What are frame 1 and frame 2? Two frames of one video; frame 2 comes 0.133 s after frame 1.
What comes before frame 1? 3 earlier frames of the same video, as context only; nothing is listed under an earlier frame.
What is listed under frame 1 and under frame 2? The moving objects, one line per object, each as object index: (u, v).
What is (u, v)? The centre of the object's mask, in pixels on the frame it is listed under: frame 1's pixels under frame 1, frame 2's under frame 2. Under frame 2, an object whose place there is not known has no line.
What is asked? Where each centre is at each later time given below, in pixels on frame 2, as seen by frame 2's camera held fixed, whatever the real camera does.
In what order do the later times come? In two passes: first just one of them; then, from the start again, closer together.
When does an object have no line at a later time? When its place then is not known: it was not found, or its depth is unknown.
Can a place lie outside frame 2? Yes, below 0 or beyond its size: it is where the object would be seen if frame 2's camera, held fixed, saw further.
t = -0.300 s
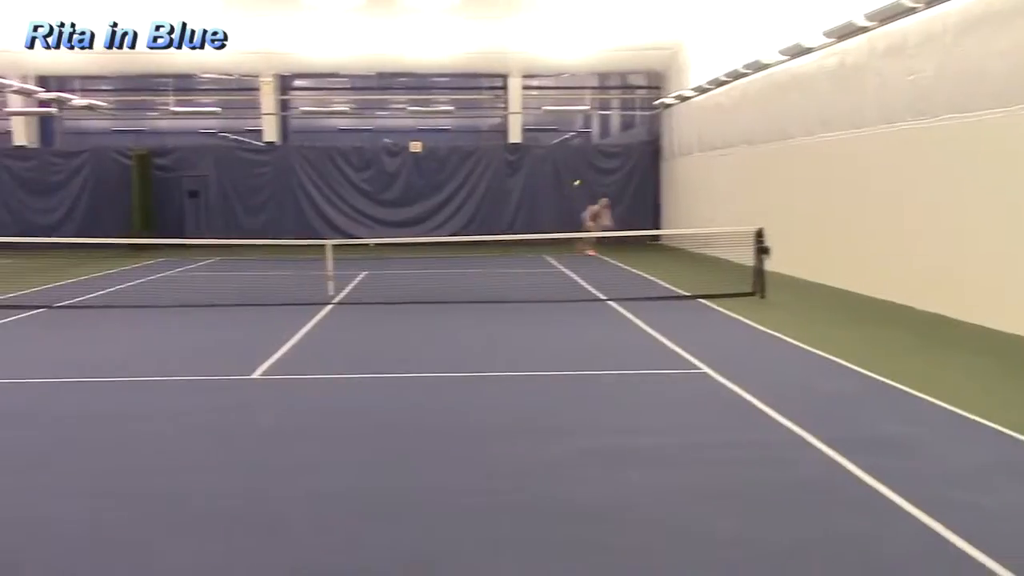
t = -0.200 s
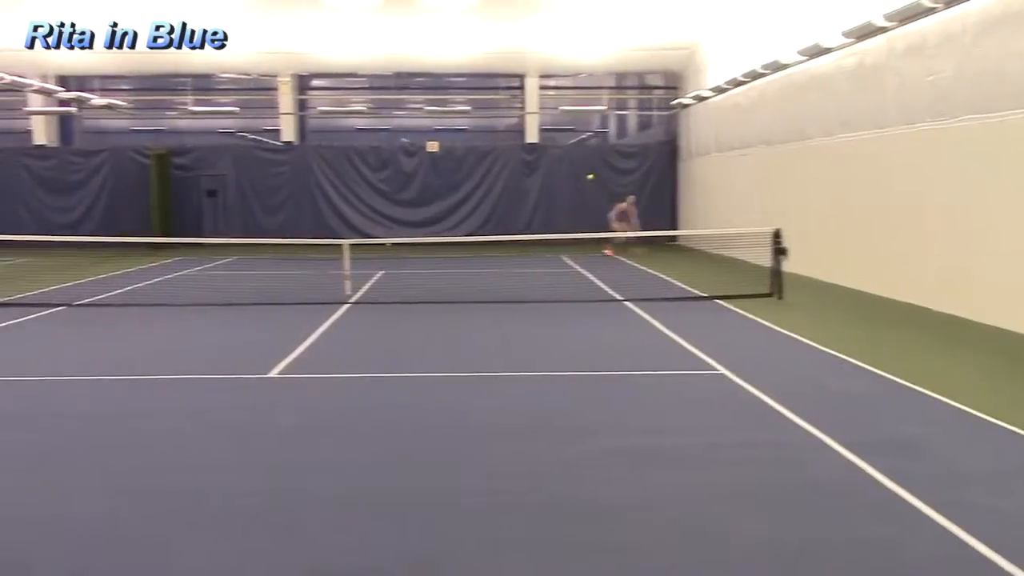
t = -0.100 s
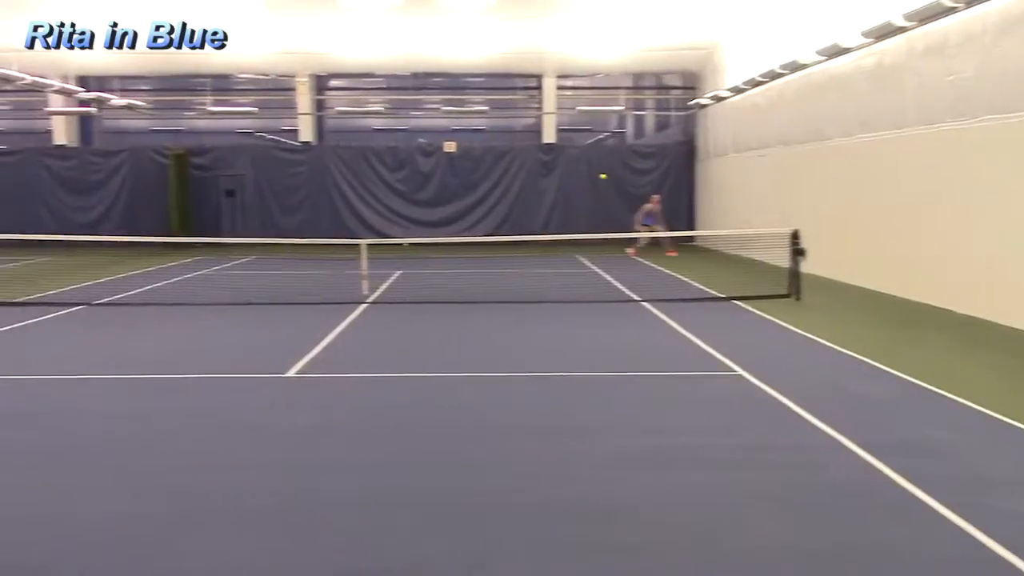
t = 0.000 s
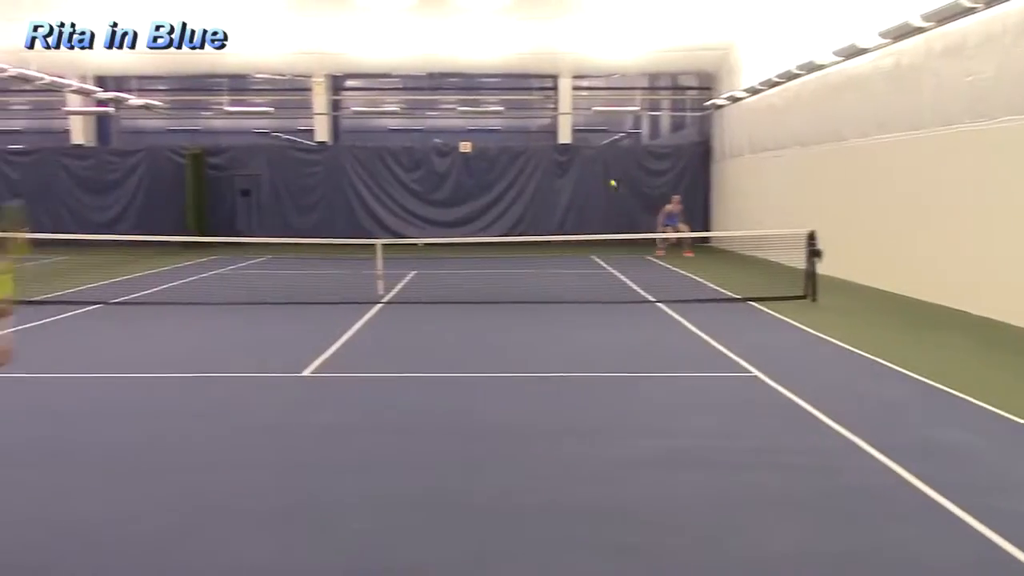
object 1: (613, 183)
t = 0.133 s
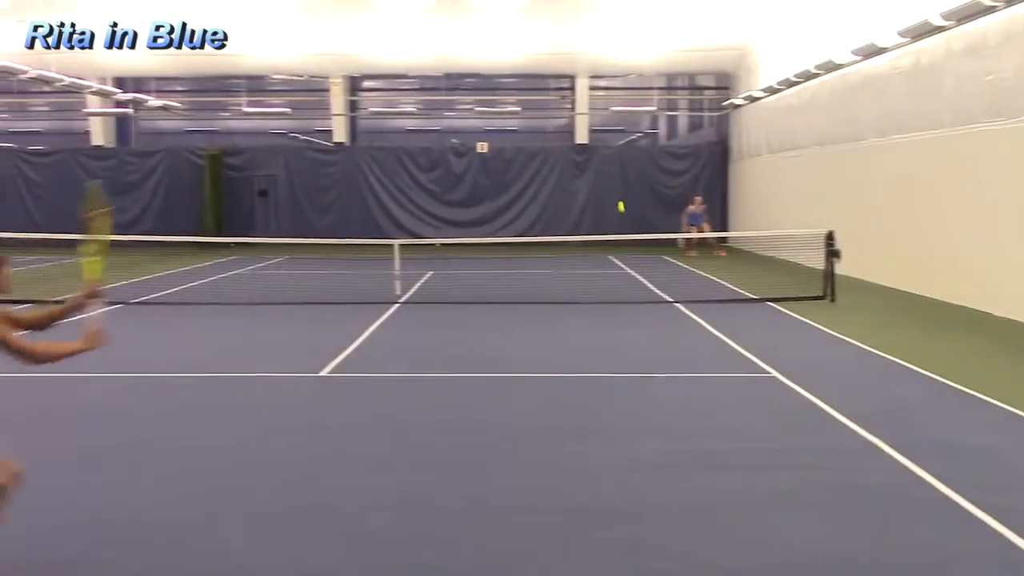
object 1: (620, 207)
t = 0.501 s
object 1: (578, 369)
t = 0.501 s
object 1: (578, 369)
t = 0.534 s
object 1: (572, 356)
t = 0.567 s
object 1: (566, 343)
